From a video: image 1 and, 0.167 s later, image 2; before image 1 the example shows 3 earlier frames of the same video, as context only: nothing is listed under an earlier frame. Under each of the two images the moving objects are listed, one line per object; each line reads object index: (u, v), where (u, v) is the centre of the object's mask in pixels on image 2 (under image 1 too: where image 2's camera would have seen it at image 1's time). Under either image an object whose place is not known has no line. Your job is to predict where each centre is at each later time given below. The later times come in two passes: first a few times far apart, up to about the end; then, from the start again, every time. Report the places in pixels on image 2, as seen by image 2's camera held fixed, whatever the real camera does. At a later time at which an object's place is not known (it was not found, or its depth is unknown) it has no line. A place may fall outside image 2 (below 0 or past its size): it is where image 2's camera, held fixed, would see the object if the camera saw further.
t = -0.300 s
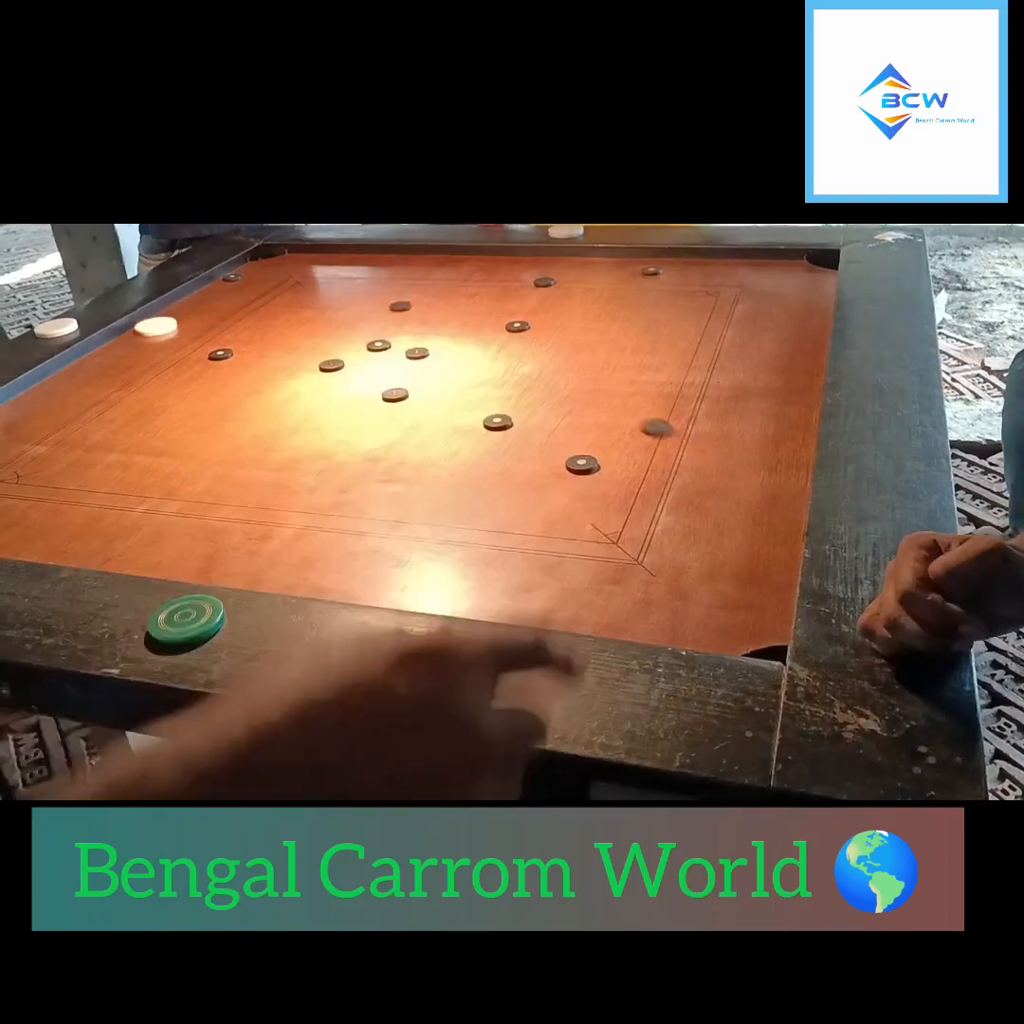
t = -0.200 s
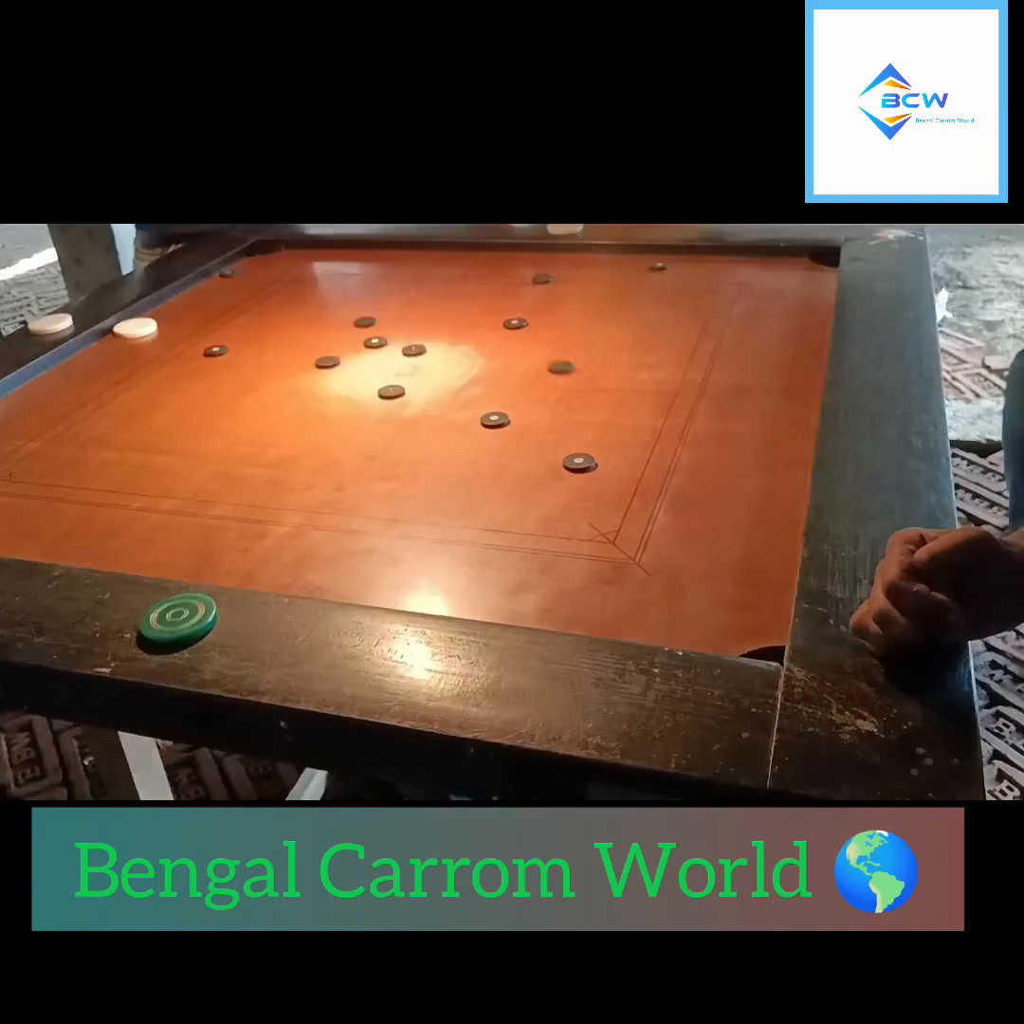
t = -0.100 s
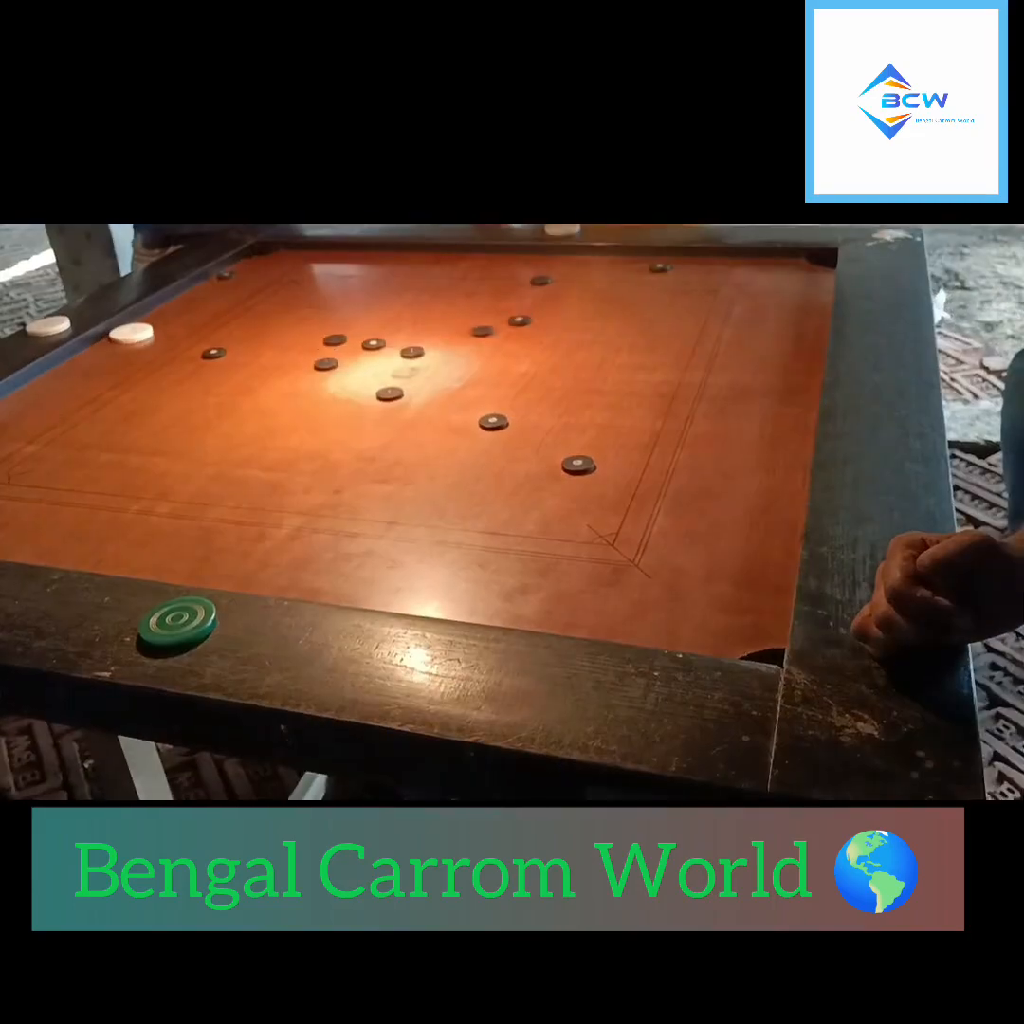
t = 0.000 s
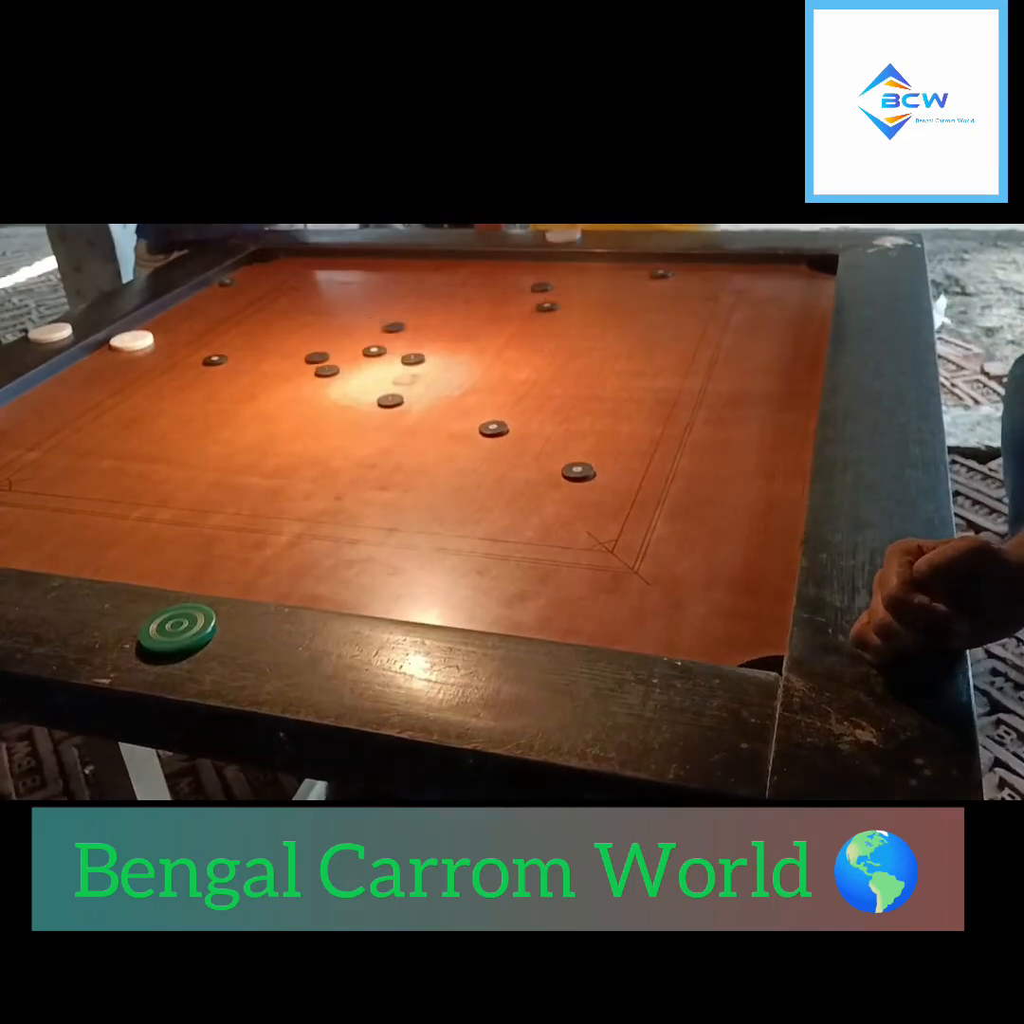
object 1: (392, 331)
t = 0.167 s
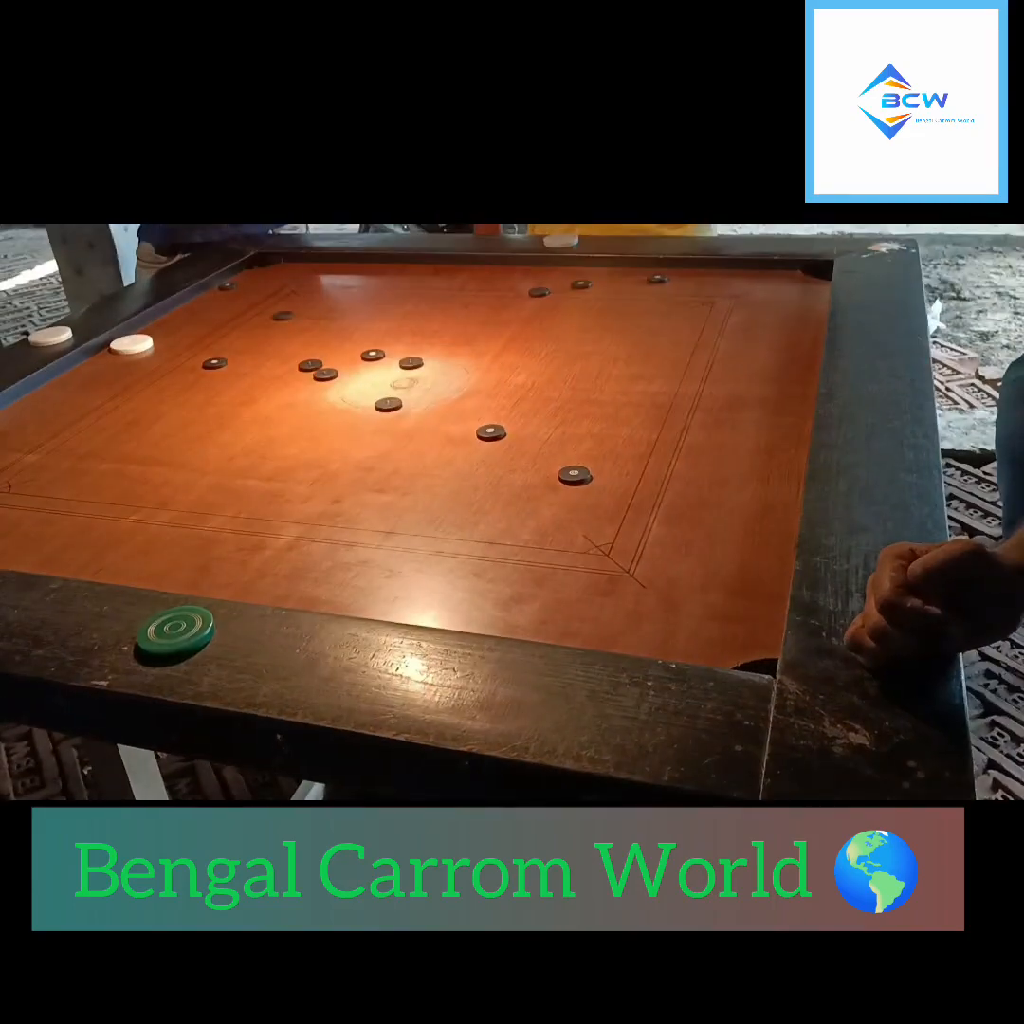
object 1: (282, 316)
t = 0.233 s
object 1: (250, 310)
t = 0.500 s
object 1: (223, 300)
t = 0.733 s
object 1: (228, 300)
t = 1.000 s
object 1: (228, 300)
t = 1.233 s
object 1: (228, 300)
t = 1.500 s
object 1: (229, 300)
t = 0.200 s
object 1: (266, 313)
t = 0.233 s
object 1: (250, 310)
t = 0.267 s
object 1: (236, 308)
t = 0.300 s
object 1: (223, 304)
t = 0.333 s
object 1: (212, 302)
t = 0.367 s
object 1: (202, 300)
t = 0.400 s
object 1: (204, 299)
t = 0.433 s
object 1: (213, 299)
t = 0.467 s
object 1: (219, 299)
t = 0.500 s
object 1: (223, 300)
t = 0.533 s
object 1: (226, 300)
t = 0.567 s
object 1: (229, 300)
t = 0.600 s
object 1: (230, 300)
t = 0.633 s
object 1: (230, 300)
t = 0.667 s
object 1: (229, 300)
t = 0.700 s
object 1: (228, 300)
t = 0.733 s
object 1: (228, 300)
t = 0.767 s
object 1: (228, 300)
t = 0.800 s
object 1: (227, 300)
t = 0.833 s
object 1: (228, 300)
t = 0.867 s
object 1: (228, 300)
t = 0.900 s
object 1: (228, 300)
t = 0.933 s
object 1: (228, 300)
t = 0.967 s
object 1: (228, 300)
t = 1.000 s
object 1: (228, 300)
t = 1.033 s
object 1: (228, 300)
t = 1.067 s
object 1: (228, 300)
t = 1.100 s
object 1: (228, 300)
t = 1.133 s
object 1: (228, 300)
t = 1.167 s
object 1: (229, 300)
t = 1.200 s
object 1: (228, 300)
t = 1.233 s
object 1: (228, 300)
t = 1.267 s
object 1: (228, 300)
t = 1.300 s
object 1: (228, 300)
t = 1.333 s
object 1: (229, 300)
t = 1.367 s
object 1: (229, 300)
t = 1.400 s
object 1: (229, 300)
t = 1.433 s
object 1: (229, 300)
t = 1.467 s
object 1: (229, 300)
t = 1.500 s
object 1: (229, 300)
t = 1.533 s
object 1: (230, 300)
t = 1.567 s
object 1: (229, 300)
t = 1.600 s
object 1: (229, 300)
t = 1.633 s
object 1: (229, 300)
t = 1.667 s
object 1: (229, 300)
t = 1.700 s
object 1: (229, 300)
